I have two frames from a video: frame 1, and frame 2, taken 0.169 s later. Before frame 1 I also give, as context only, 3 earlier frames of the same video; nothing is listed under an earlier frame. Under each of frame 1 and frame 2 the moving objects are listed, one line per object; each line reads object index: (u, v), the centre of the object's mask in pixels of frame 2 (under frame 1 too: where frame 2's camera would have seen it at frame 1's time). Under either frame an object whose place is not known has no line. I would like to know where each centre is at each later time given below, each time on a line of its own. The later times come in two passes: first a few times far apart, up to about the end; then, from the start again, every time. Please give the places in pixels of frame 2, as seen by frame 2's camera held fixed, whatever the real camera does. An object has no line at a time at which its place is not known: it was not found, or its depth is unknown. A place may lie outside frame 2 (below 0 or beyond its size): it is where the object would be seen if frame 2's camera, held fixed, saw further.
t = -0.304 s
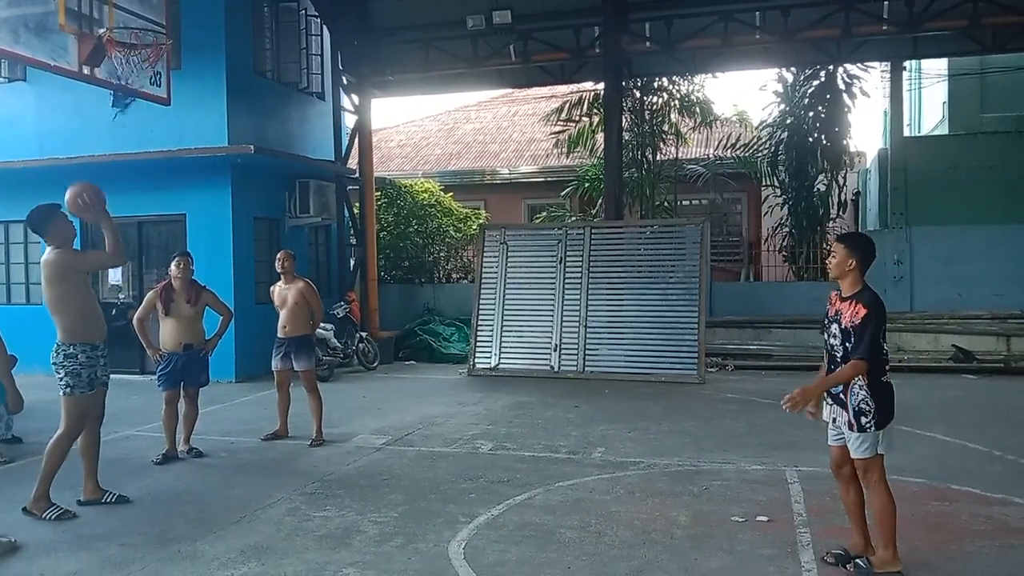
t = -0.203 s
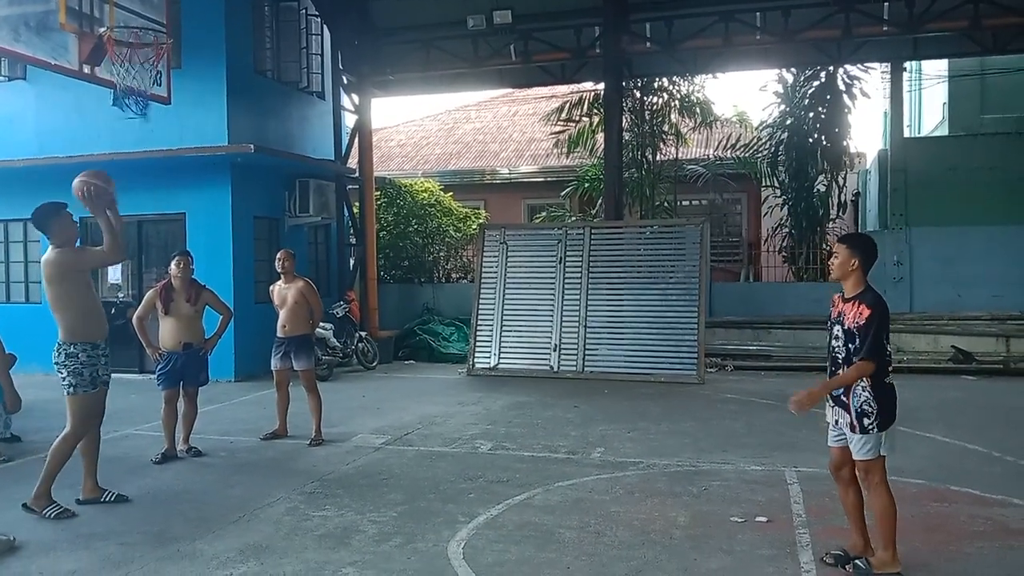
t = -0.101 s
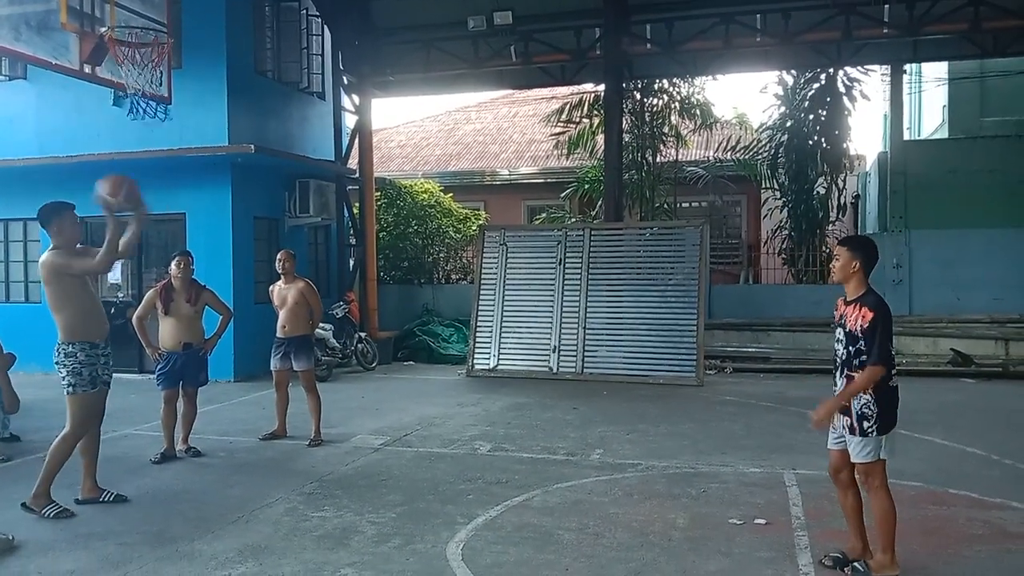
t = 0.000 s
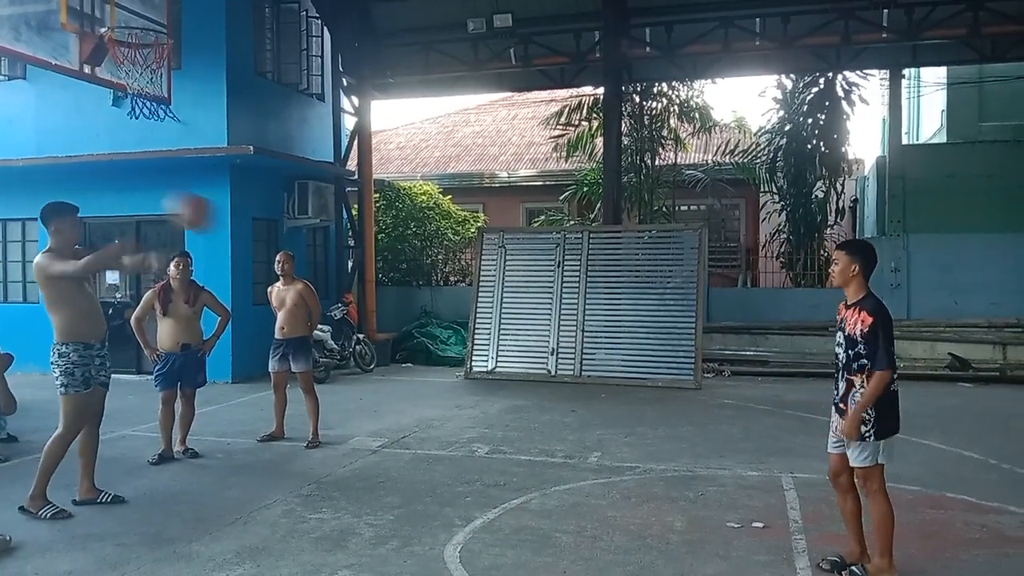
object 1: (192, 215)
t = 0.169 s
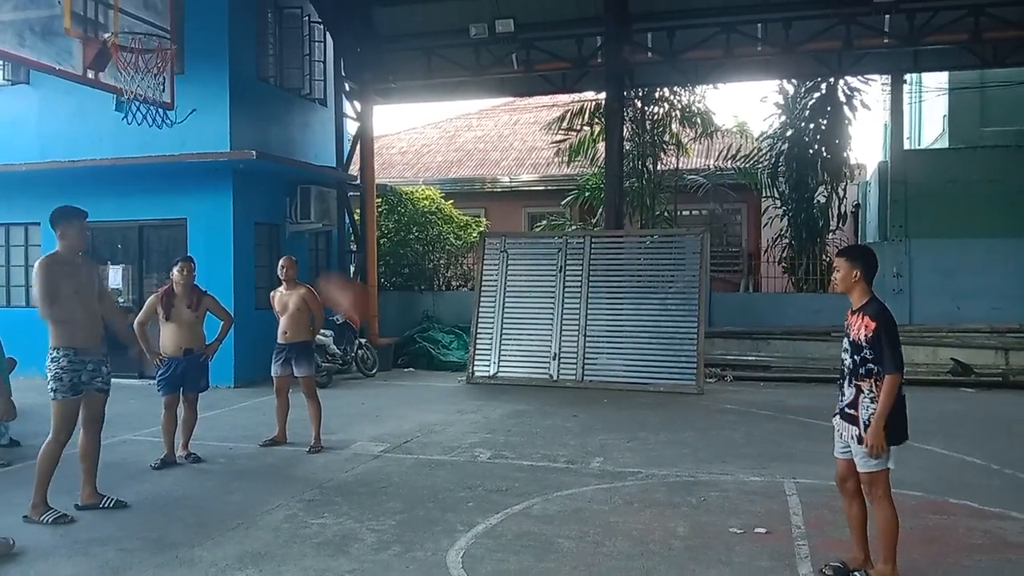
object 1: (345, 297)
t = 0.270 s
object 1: (439, 371)
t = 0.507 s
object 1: (641, 484)
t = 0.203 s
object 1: (379, 320)
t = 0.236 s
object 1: (408, 344)
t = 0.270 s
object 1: (439, 371)
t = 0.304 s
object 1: (479, 405)
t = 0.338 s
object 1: (511, 435)
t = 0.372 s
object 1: (544, 470)
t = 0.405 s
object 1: (584, 516)
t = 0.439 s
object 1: (610, 533)
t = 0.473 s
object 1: (625, 510)
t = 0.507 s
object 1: (641, 484)
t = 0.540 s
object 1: (658, 462)
